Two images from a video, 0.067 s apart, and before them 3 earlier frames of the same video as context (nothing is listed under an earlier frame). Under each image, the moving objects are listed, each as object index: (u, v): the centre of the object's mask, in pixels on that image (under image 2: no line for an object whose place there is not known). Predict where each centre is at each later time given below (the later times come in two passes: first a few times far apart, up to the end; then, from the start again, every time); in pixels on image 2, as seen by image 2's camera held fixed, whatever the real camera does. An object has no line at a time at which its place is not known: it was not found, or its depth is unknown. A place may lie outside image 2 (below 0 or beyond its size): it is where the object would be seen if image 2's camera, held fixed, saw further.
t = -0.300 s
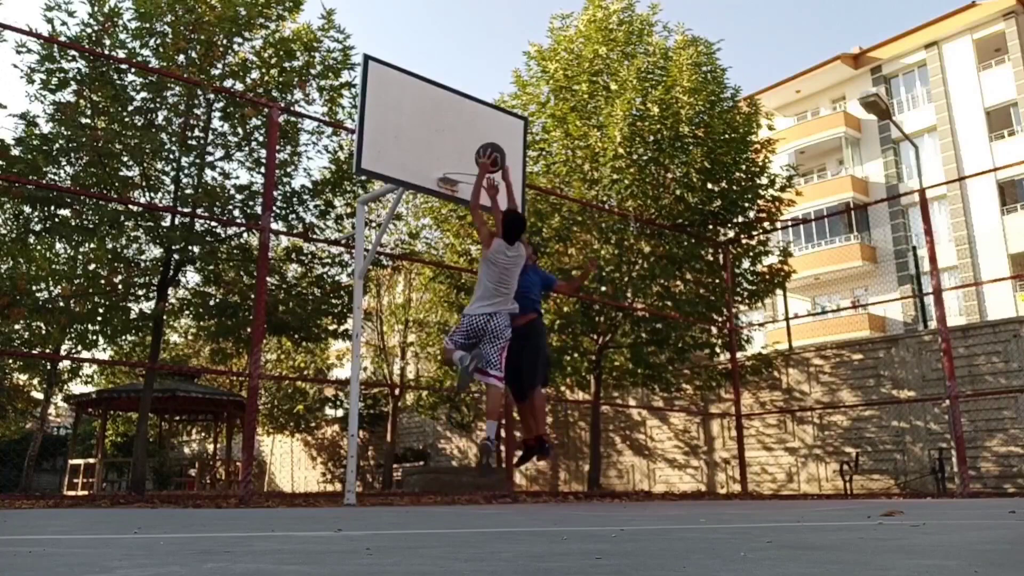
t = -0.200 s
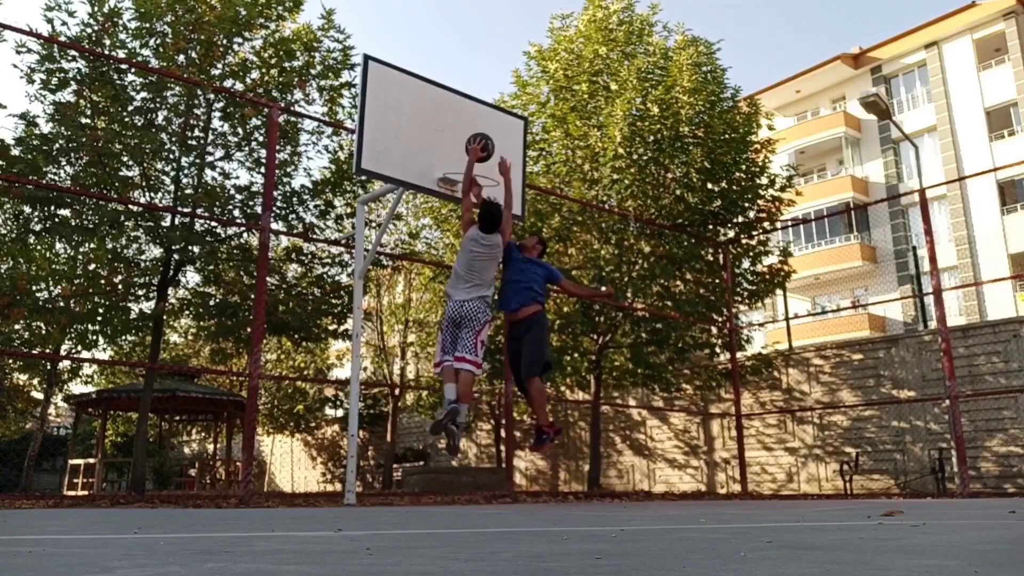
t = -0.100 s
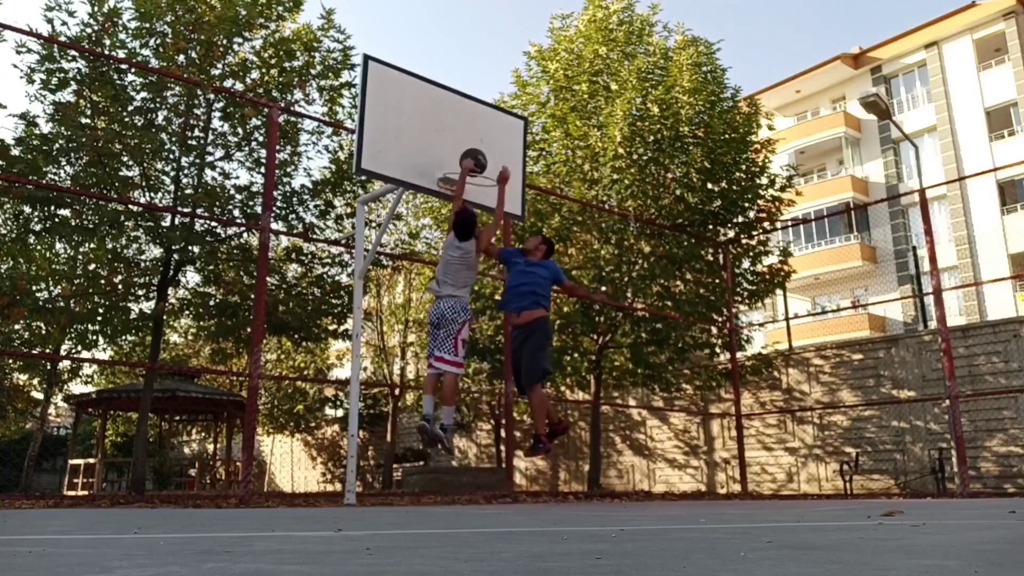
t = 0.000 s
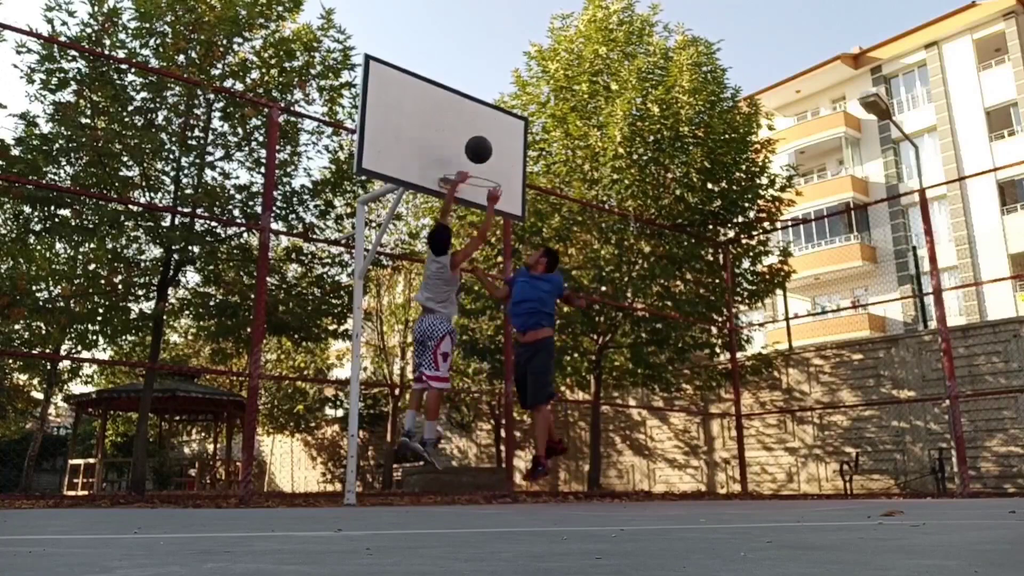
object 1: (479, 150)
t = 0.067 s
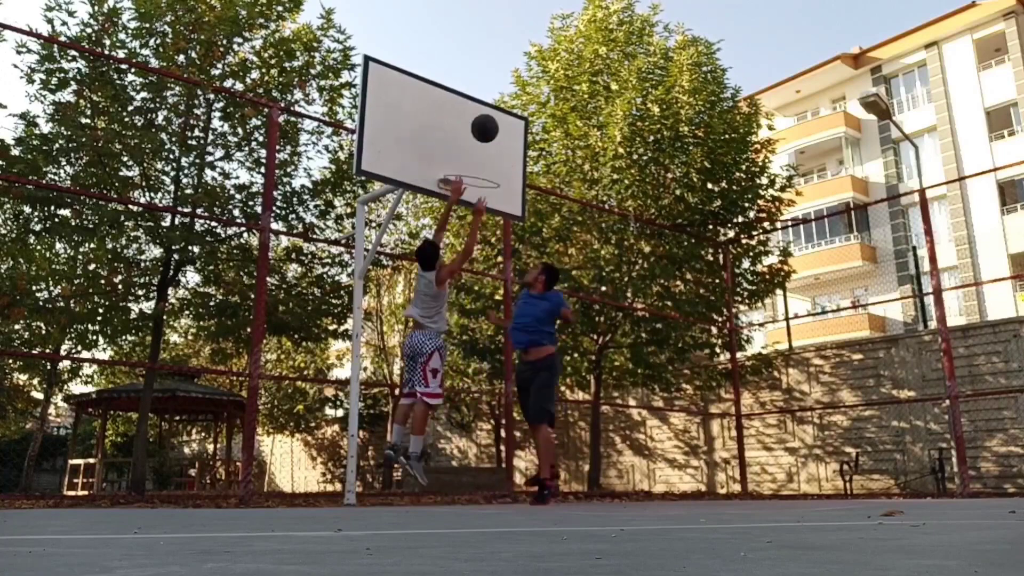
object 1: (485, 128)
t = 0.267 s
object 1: (505, 90)
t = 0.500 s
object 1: (532, 101)
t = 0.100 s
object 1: (488, 119)
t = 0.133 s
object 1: (491, 111)
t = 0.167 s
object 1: (494, 104)
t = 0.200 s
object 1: (498, 98)
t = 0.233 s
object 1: (501, 94)
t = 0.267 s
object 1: (505, 90)
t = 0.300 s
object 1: (509, 87)
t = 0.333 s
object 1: (512, 86)
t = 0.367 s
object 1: (516, 86)
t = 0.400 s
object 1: (520, 88)
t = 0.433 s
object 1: (524, 91)
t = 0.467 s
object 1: (528, 95)
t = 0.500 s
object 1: (532, 101)
